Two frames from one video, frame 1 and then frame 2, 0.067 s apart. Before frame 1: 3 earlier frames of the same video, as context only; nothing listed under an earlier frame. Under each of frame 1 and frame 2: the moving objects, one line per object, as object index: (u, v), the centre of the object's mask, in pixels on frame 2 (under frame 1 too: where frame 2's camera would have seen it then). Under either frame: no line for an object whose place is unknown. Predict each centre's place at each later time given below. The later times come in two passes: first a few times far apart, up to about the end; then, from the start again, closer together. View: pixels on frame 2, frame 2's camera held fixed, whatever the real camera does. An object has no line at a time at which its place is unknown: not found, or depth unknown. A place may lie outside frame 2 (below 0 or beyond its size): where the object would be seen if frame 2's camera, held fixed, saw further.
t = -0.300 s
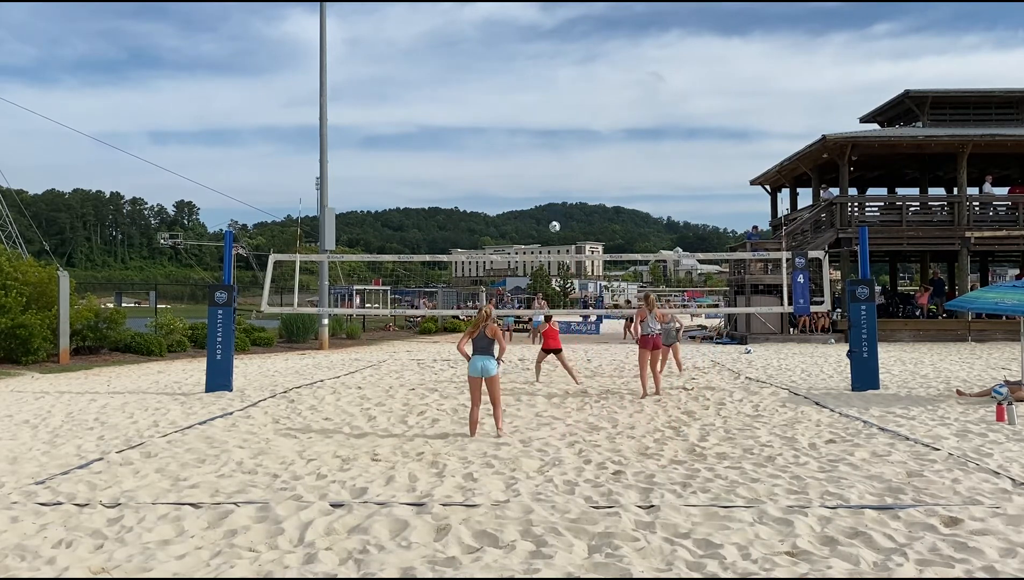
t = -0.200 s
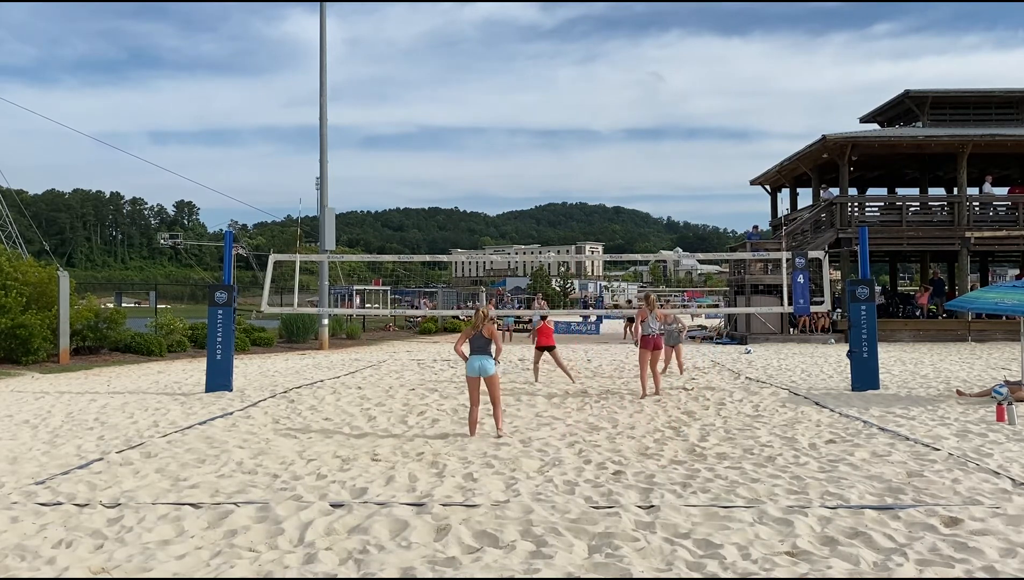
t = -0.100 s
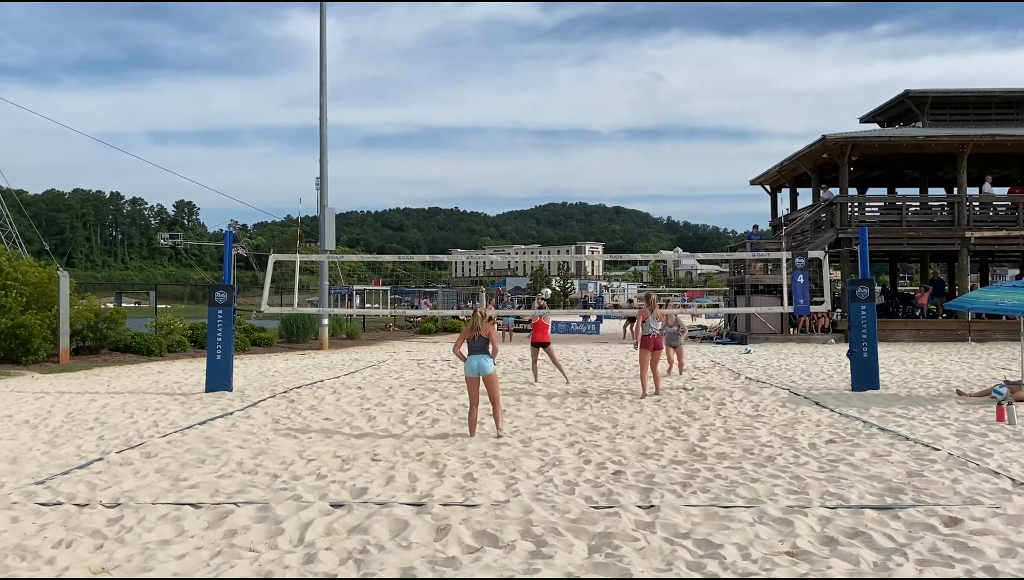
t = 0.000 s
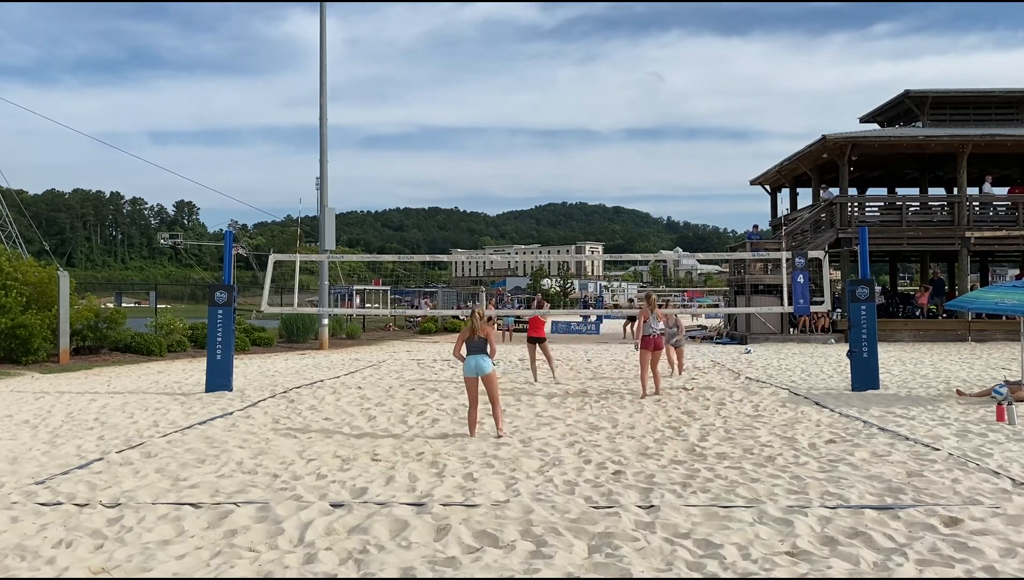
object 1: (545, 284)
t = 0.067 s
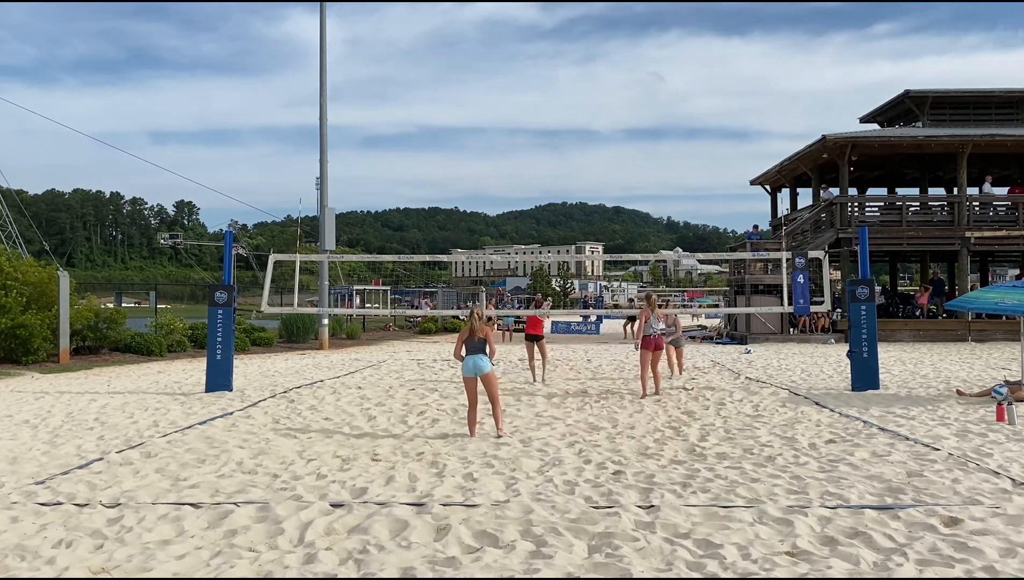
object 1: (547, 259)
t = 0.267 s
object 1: (552, 196)
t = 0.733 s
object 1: (561, 131)
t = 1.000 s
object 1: (566, 147)
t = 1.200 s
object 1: (569, 184)
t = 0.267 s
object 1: (552, 196)
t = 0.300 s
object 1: (552, 188)
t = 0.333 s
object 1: (553, 180)
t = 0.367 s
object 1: (554, 172)
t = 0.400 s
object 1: (554, 166)
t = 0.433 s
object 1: (555, 160)
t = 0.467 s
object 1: (556, 154)
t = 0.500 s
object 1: (556, 150)
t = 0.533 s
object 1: (557, 145)
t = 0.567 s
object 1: (558, 141)
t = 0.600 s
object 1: (559, 138)
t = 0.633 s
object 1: (559, 135)
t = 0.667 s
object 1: (560, 133)
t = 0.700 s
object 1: (560, 132)
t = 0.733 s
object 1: (561, 131)
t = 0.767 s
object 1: (562, 131)
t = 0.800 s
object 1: (562, 131)
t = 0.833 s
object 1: (563, 132)
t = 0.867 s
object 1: (563, 134)
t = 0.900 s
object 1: (564, 136)
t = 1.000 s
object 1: (566, 147)
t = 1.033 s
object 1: (566, 151)
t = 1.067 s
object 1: (567, 157)
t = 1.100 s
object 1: (567, 162)
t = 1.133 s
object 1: (568, 169)
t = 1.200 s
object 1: (569, 184)
